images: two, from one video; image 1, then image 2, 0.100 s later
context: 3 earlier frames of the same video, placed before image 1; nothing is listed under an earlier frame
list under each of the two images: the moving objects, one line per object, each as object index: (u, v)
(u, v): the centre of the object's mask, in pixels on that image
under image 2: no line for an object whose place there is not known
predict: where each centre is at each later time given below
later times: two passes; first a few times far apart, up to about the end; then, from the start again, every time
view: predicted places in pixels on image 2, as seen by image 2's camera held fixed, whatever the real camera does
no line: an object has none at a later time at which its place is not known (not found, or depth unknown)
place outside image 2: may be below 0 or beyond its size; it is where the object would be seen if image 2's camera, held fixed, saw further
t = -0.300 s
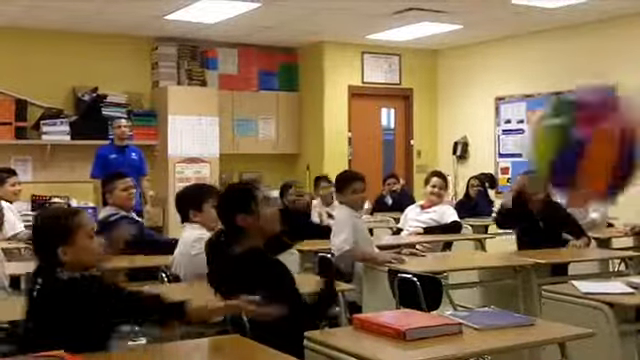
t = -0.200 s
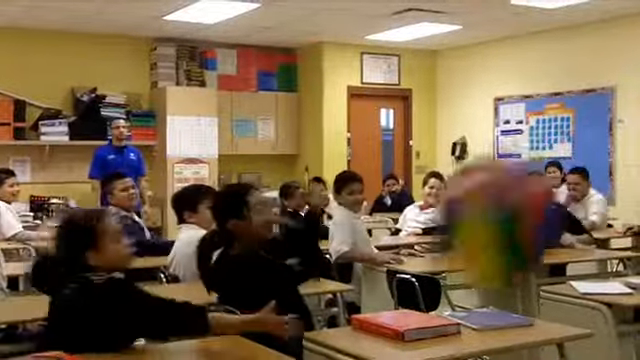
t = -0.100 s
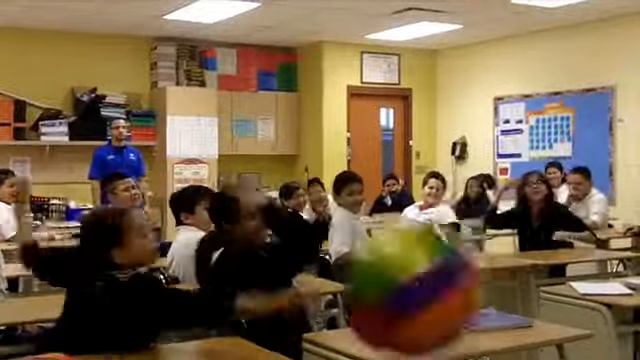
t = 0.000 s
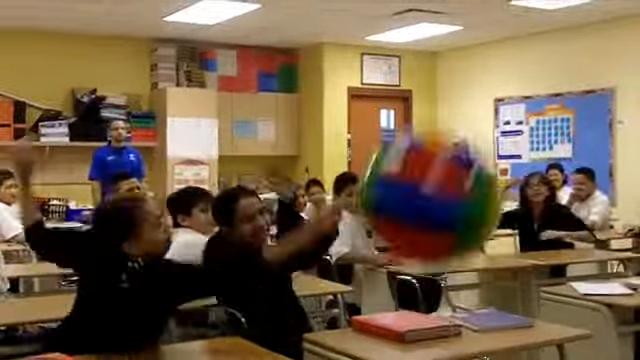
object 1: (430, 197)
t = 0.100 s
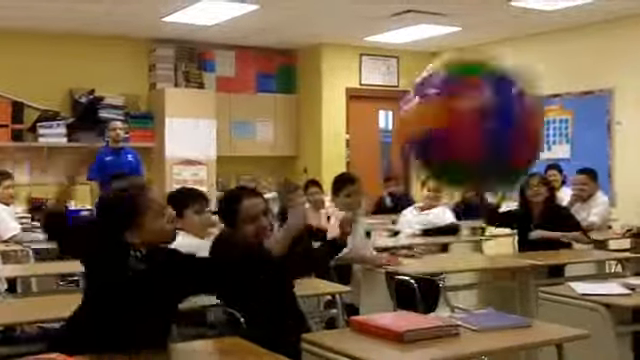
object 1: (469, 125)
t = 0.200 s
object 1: (519, 80)
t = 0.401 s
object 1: (605, 87)
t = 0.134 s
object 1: (487, 109)
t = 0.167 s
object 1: (501, 91)
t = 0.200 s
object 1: (519, 80)
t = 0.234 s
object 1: (534, 73)
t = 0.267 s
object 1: (547, 69)
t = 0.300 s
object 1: (564, 68)
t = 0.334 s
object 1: (576, 72)
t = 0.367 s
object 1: (589, 76)
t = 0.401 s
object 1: (605, 87)
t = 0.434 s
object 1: (622, 96)
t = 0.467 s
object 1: (639, 112)
